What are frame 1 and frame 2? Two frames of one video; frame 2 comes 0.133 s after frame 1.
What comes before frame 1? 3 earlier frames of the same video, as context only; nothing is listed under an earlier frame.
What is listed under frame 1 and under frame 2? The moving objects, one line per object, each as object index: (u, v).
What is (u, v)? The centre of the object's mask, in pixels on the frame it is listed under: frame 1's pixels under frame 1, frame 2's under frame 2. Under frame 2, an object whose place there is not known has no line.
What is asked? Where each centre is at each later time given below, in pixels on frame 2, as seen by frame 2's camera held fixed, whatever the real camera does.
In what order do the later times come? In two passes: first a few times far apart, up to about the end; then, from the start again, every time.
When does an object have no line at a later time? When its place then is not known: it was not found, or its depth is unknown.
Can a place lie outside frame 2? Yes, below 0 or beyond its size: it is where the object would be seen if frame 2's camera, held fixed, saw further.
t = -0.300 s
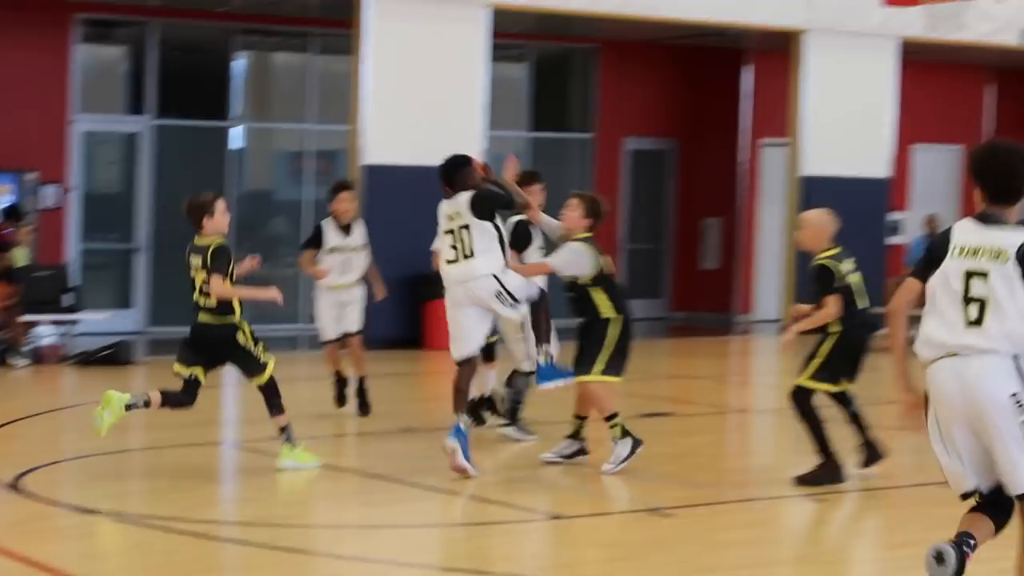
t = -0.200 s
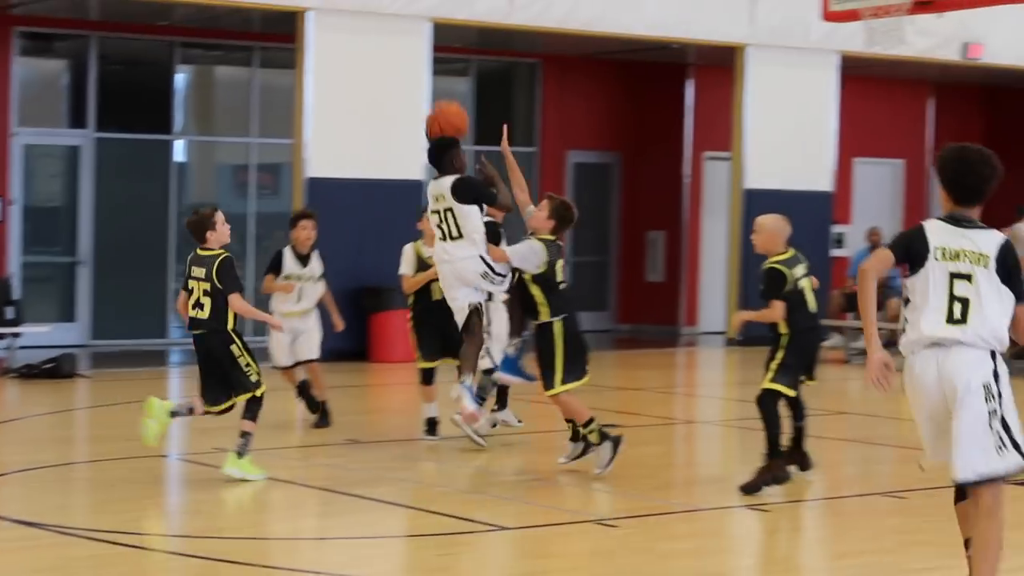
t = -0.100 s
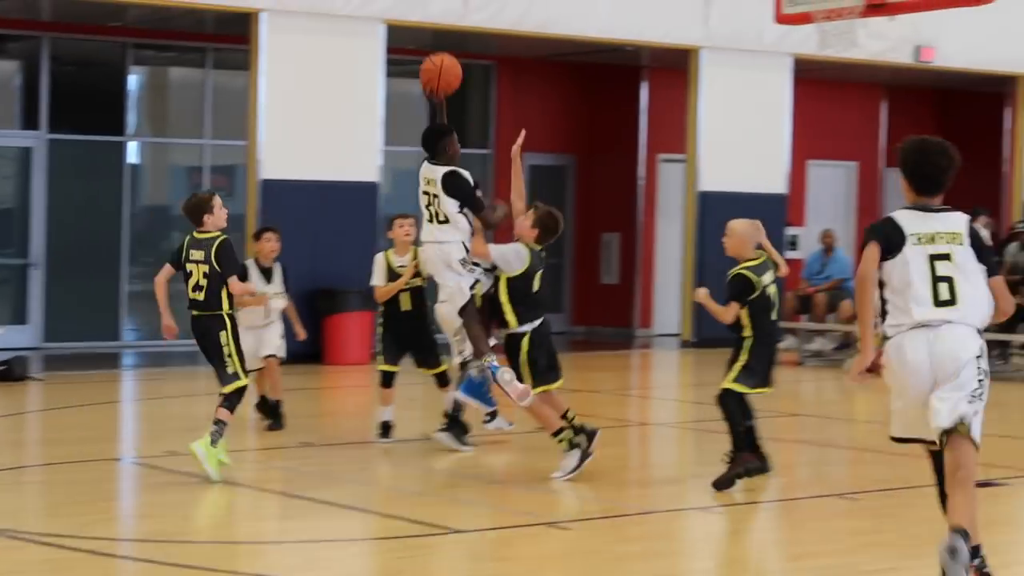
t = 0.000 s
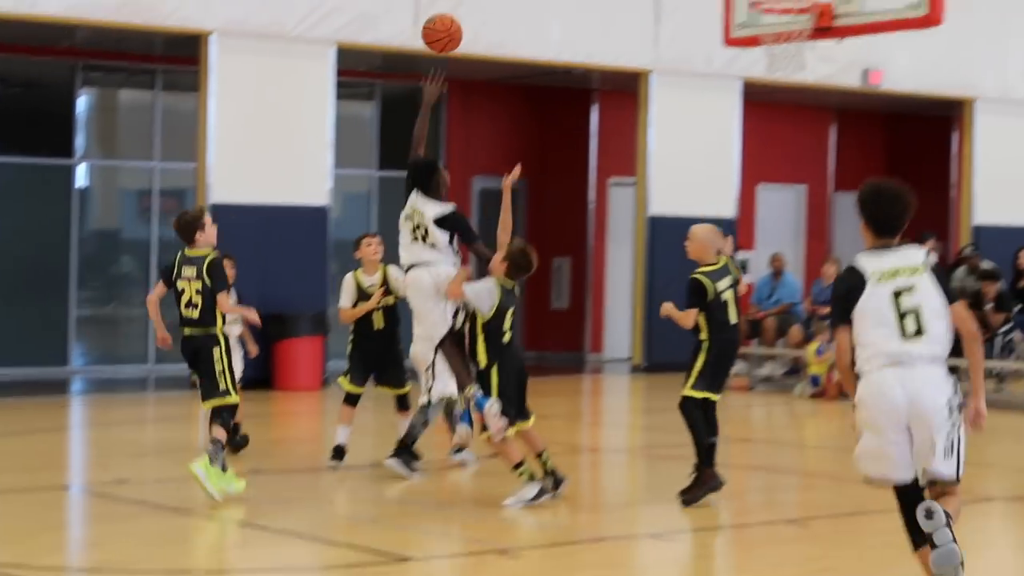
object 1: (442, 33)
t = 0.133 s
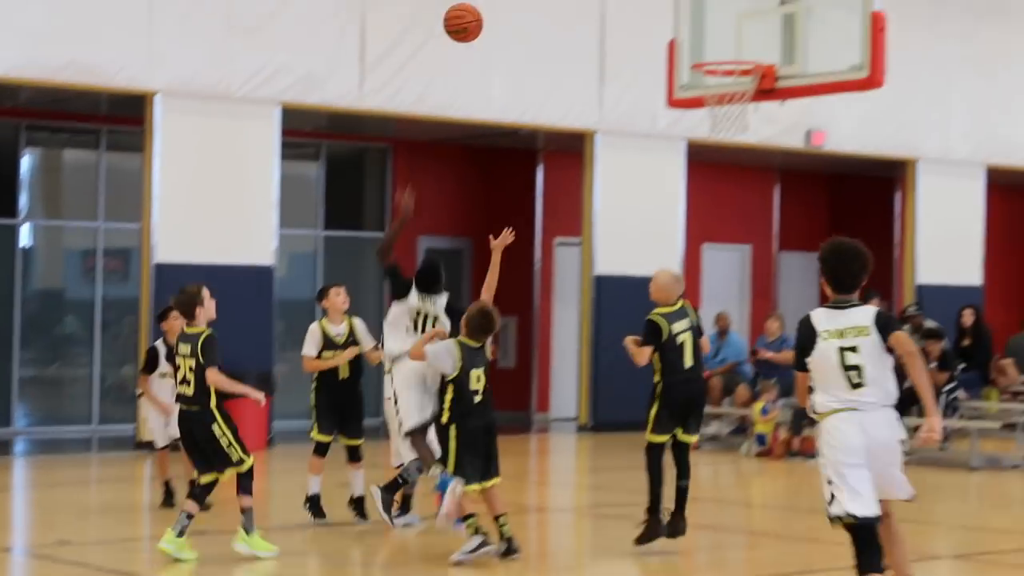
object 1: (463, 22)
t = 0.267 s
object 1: (533, -18)
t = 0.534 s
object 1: (662, -6)
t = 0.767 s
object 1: (727, 81)
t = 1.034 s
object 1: (687, 92)
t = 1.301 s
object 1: (732, 152)
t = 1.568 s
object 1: (782, 301)
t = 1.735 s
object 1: (813, 447)
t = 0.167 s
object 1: (481, 10)
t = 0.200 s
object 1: (498, -2)
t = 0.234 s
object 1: (516, -12)
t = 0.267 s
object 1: (533, -18)
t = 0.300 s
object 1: (551, -24)
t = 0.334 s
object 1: (568, -26)
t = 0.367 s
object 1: (585, -27)
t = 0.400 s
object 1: (601, -26)
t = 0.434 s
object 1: (617, -24)
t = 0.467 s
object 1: (632, -20)
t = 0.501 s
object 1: (647, -13)
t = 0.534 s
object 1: (662, -6)
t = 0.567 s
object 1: (677, 3)
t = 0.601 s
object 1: (690, 14)
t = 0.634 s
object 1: (705, 25)
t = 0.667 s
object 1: (720, 38)
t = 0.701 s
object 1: (732, 50)
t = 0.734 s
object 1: (743, 65)
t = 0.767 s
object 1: (727, 81)
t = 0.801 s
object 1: (709, 89)
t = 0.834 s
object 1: (695, 99)
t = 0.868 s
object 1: (687, 96)
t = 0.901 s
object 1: (684, 92)
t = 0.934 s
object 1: (684, 88)
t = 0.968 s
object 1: (682, 85)
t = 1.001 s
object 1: (685, 90)
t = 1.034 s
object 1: (687, 92)
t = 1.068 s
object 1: (689, 97)
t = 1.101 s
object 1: (694, 103)
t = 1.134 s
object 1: (699, 109)
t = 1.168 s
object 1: (705, 114)
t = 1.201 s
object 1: (711, 123)
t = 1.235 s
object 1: (718, 130)
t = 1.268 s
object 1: (725, 140)
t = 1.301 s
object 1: (732, 152)
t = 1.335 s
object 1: (738, 164)
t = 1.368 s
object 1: (744, 179)
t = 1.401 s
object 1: (751, 195)
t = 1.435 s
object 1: (757, 213)
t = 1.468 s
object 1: (764, 231)
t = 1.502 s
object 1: (771, 252)
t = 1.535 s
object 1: (776, 277)
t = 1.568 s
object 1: (782, 301)
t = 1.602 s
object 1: (789, 327)
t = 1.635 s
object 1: (795, 356)
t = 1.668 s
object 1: (802, 385)
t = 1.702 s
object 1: (808, 416)
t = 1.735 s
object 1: (813, 447)
